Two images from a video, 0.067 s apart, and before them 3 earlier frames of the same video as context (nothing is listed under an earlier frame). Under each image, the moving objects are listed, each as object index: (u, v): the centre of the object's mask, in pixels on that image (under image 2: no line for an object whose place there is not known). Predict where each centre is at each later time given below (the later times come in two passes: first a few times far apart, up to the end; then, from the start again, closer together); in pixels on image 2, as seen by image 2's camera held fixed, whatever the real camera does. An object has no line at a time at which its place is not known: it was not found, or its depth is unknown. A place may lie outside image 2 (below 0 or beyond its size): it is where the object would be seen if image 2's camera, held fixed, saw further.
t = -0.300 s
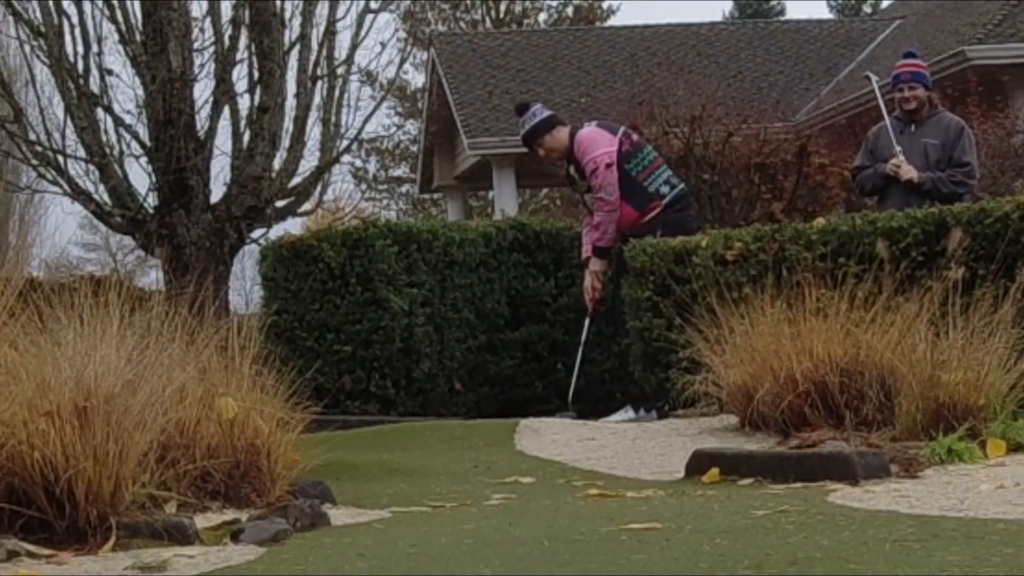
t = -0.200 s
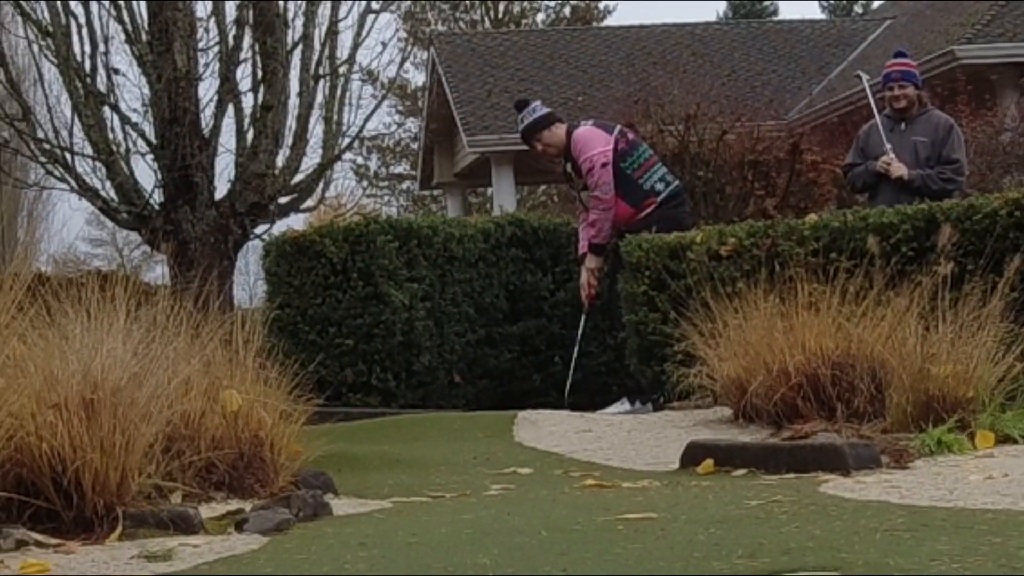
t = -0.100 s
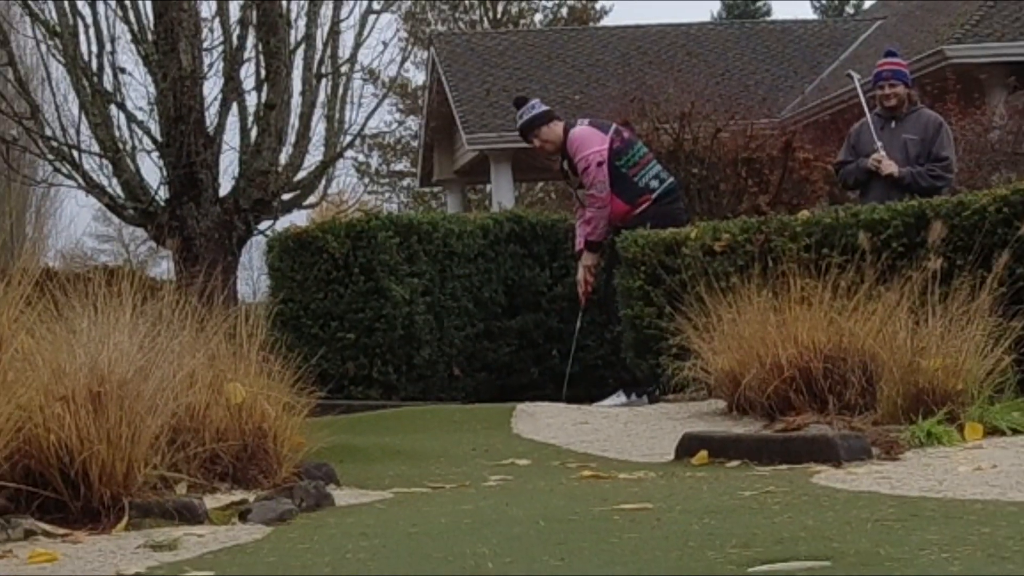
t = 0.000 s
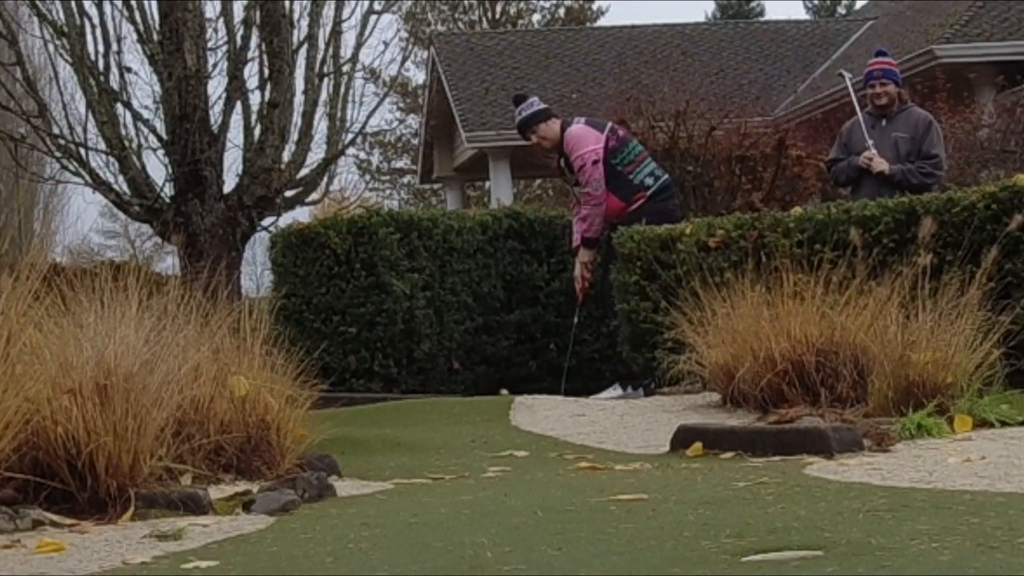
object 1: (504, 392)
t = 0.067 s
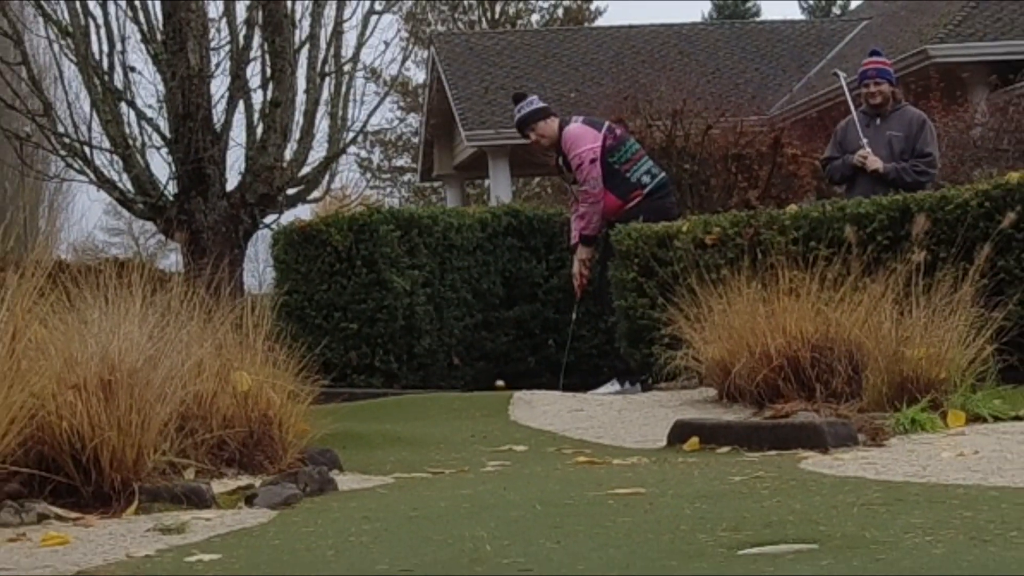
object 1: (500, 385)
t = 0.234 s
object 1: (491, 399)
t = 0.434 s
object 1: (479, 419)
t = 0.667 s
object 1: (466, 437)
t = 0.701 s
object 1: (465, 439)
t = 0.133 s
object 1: (496, 386)
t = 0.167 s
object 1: (494, 388)
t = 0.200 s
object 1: (493, 393)
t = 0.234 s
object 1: (491, 399)
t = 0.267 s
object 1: (489, 404)
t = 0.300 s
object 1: (488, 408)
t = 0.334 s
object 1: (486, 412)
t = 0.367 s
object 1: (483, 414)
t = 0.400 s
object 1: (481, 416)
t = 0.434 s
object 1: (479, 419)
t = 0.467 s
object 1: (477, 422)
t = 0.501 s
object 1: (475, 423)
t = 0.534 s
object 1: (473, 424)
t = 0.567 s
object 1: (471, 428)
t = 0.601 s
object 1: (469, 432)
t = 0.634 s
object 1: (468, 435)
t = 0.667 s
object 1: (466, 437)
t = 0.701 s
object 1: (465, 439)
